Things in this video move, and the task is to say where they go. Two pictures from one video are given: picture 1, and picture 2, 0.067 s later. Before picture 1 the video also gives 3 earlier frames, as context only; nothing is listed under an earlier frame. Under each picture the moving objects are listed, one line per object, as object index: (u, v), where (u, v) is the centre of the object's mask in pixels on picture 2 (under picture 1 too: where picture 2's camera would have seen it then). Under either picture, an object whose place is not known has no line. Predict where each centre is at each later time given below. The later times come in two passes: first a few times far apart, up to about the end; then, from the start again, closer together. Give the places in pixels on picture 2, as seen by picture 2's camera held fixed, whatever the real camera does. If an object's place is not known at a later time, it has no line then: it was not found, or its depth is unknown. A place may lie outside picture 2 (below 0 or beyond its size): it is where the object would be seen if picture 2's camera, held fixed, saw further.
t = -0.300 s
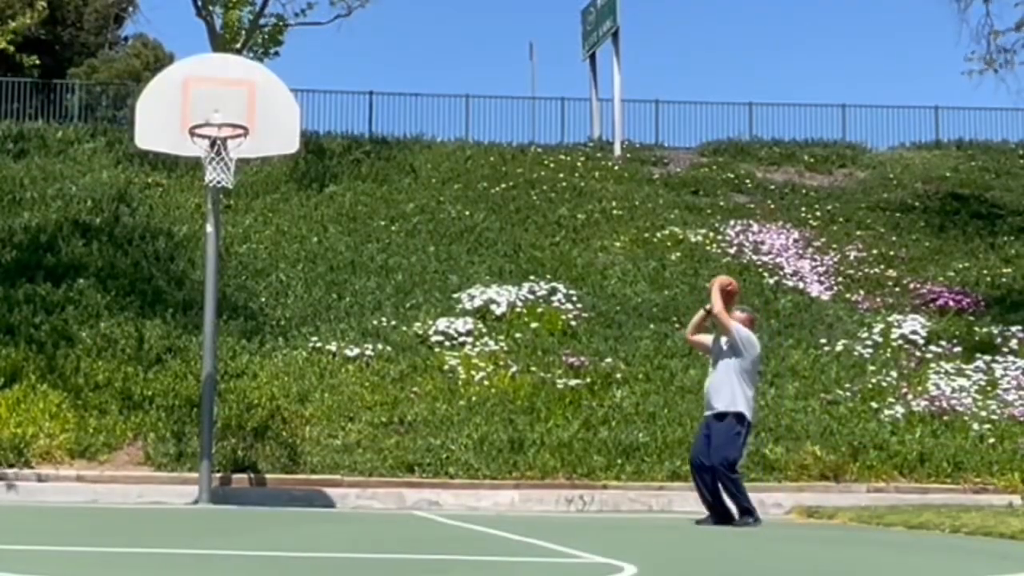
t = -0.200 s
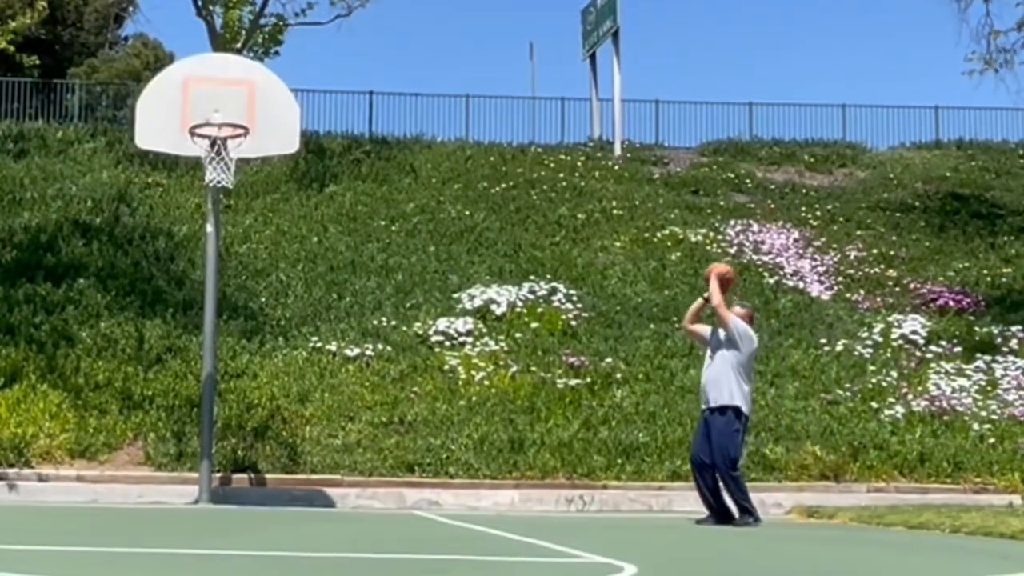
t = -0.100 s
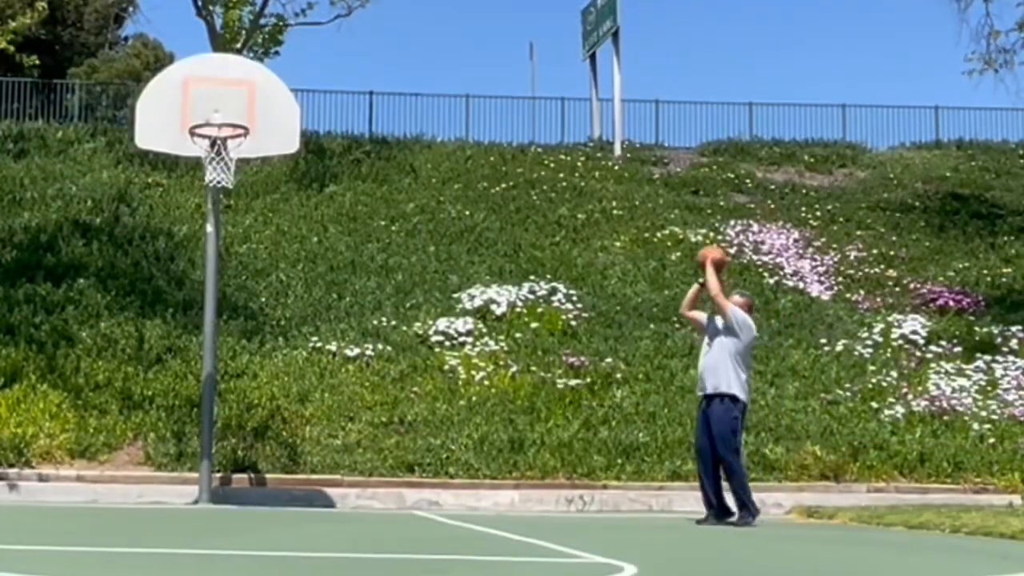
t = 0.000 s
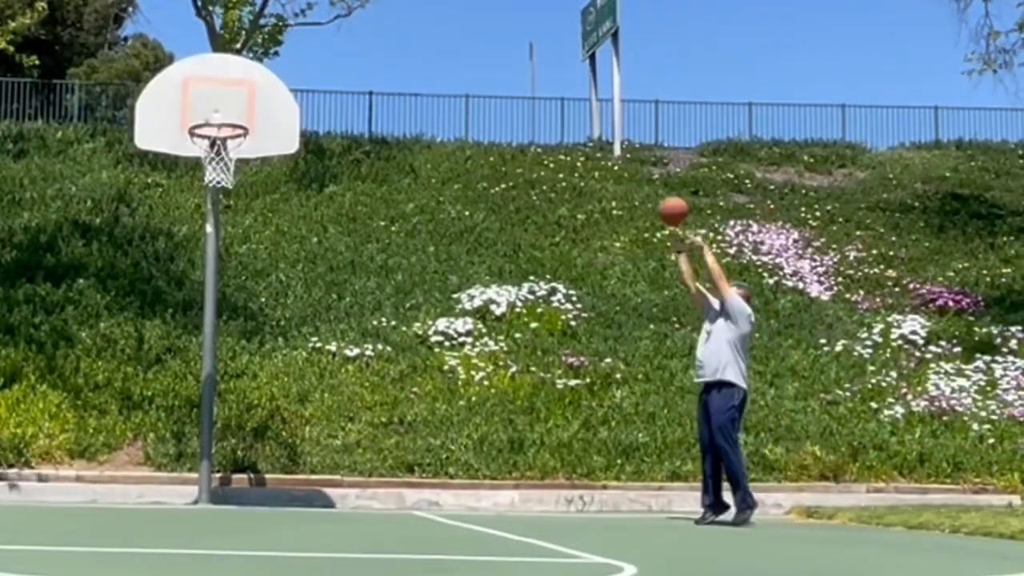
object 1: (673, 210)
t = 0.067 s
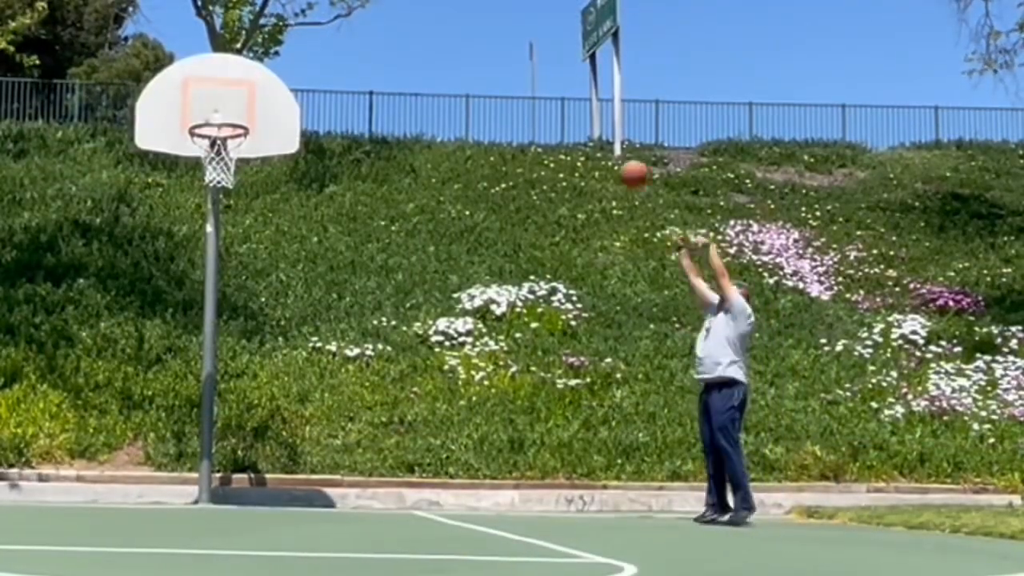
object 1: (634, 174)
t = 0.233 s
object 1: (537, 110)
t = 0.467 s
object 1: (409, 77)
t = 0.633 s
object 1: (320, 91)
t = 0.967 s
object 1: (300, 75)
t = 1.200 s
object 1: (349, 76)
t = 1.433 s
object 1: (396, 134)
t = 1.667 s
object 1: (438, 251)
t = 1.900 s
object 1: (478, 419)
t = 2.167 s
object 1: (504, 383)
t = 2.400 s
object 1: (532, 236)
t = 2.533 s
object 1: (546, 254)
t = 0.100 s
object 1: (614, 158)
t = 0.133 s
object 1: (595, 145)
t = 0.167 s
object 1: (576, 131)
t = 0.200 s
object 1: (557, 120)
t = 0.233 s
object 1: (537, 110)
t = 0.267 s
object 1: (520, 101)
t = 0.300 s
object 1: (501, 93)
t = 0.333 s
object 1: (482, 88)
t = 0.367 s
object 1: (464, 83)
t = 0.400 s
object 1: (446, 79)
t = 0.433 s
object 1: (427, 77)
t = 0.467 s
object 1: (409, 77)
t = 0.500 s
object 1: (391, 77)
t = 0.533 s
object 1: (373, 79)
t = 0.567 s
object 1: (355, 82)
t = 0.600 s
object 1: (338, 86)
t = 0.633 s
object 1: (320, 91)
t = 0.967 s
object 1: (300, 75)
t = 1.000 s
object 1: (307, 71)
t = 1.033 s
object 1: (315, 69)
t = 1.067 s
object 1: (322, 68)
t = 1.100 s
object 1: (329, 68)
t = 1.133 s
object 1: (336, 70)
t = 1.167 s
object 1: (343, 73)
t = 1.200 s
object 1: (349, 76)
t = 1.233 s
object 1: (356, 82)
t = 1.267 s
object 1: (363, 88)
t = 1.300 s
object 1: (370, 95)
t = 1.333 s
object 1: (376, 104)
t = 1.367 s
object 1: (382, 114)
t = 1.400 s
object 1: (389, 125)
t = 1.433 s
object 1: (396, 134)
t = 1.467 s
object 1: (401, 149)
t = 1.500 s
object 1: (407, 163)
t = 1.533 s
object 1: (413, 178)
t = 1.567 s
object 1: (419, 195)
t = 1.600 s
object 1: (424, 212)
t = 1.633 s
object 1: (431, 231)
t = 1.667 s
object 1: (438, 251)
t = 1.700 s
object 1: (443, 272)
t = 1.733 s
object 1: (448, 294)
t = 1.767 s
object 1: (454, 316)
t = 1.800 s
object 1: (460, 341)
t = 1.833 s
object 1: (466, 366)
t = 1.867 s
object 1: (472, 392)
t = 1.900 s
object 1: (478, 419)
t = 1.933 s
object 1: (484, 447)
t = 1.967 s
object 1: (489, 476)
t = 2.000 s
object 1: (494, 498)
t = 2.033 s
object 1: (496, 472)
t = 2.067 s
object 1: (499, 448)
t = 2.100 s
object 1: (500, 425)
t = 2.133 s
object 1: (503, 403)
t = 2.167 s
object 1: (504, 383)
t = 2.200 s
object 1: (509, 347)
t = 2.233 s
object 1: (513, 316)
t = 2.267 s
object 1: (517, 290)
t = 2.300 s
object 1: (521, 270)
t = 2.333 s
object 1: (525, 254)
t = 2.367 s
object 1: (528, 243)
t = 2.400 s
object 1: (532, 236)
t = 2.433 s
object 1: (536, 234)
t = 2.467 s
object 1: (539, 236)
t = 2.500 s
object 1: (543, 243)
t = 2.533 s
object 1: (546, 254)
